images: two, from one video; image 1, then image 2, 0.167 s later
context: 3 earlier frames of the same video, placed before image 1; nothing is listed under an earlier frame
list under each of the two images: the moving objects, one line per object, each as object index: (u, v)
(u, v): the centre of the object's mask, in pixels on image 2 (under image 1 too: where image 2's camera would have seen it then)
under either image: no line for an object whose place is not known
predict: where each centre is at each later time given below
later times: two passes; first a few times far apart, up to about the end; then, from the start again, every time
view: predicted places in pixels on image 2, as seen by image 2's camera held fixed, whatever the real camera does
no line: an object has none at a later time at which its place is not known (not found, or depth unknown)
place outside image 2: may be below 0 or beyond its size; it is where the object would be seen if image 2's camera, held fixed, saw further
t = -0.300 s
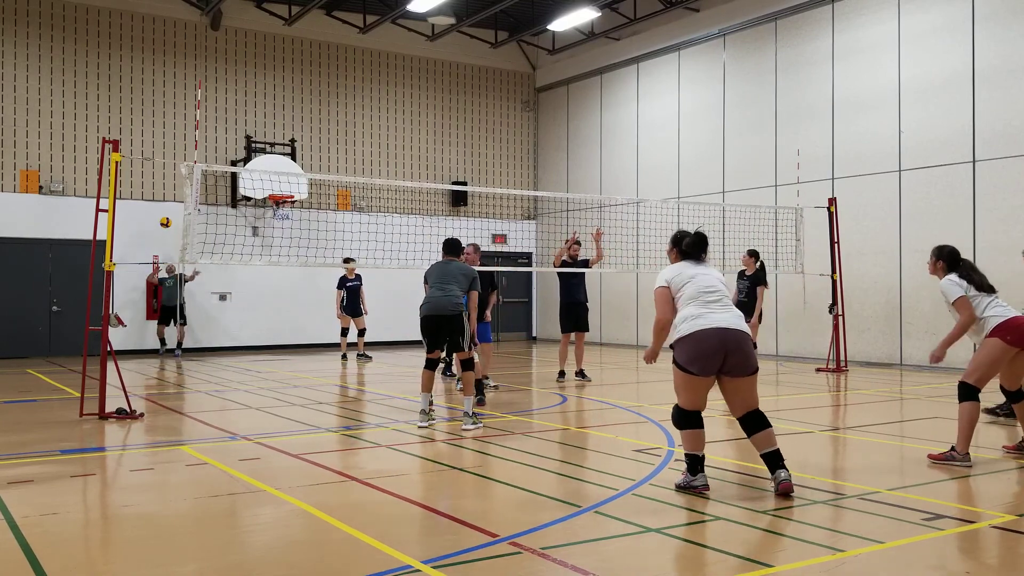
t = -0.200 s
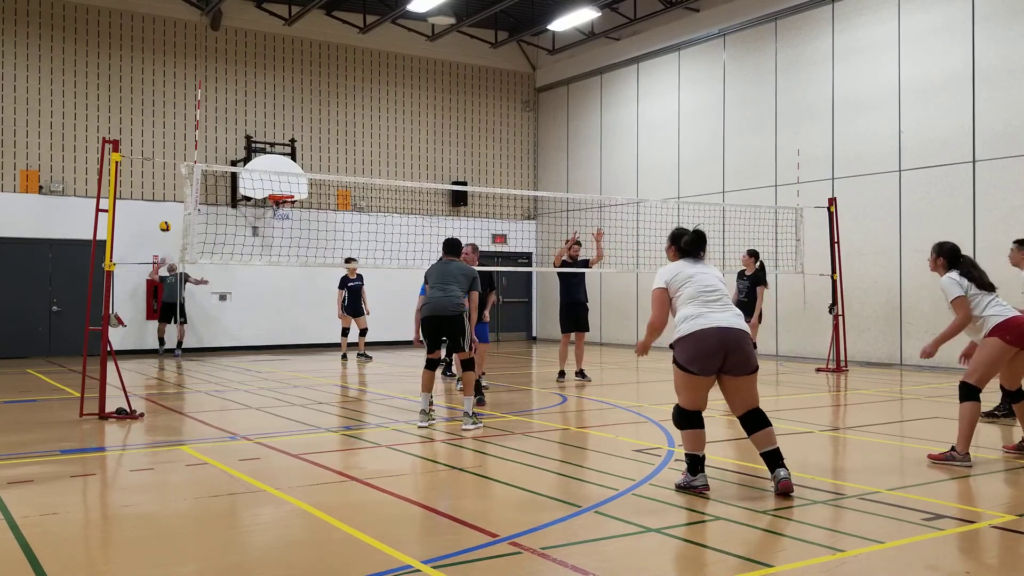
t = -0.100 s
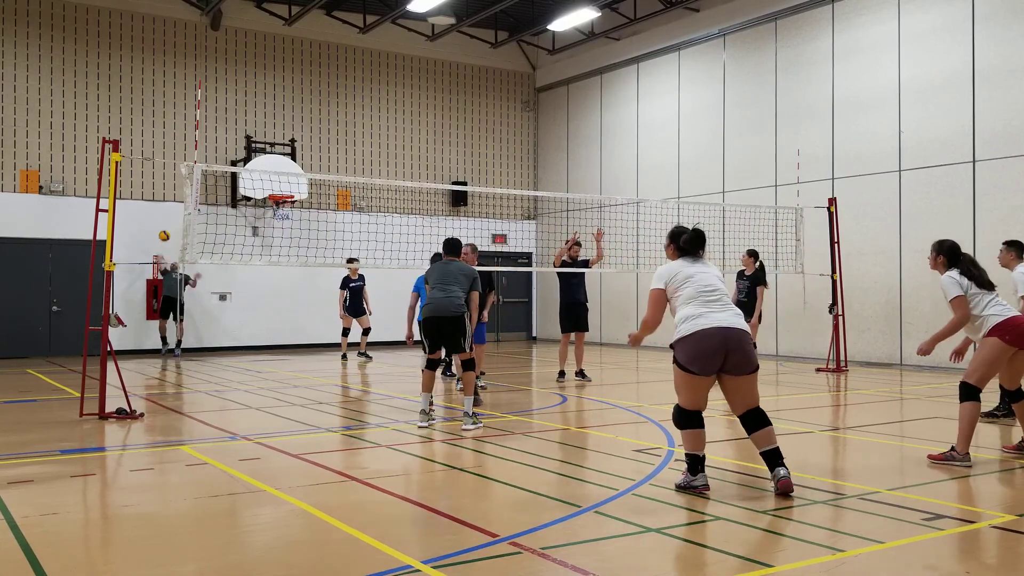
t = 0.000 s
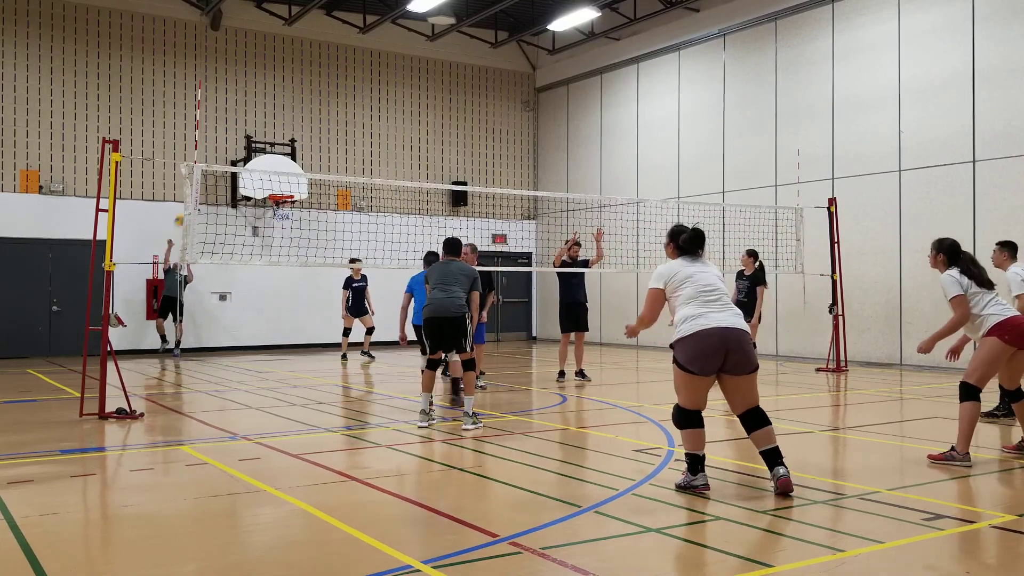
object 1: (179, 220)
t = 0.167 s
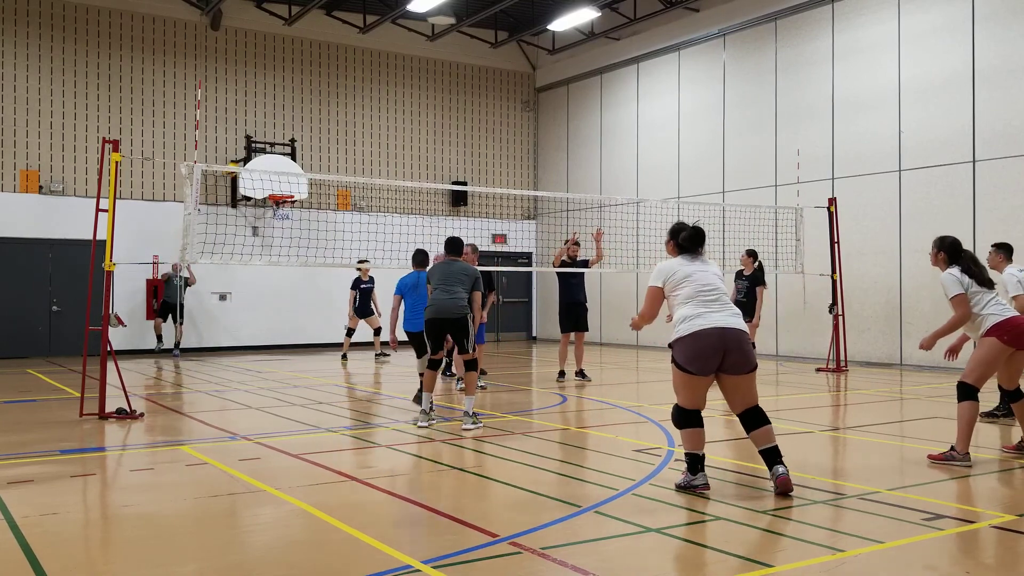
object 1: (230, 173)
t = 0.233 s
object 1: (252, 152)
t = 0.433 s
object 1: (329, 108)
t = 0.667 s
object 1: (446, 85)
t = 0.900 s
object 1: (607, 110)
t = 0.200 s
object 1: (240, 161)
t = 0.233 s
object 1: (252, 152)
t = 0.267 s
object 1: (264, 144)
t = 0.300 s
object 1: (275, 135)
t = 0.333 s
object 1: (289, 128)
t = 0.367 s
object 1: (301, 121)
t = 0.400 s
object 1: (315, 114)
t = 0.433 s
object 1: (329, 108)
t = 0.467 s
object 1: (344, 103)
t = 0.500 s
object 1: (359, 98)
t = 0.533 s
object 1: (374, 93)
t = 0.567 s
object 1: (391, 90)
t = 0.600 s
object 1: (409, 87)
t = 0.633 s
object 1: (427, 86)
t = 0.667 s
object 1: (446, 85)
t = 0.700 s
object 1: (467, 85)
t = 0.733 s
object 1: (488, 86)
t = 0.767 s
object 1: (509, 88)
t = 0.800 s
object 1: (532, 92)
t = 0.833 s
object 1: (556, 97)
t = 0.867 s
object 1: (581, 103)
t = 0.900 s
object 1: (607, 110)
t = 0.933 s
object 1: (634, 121)
